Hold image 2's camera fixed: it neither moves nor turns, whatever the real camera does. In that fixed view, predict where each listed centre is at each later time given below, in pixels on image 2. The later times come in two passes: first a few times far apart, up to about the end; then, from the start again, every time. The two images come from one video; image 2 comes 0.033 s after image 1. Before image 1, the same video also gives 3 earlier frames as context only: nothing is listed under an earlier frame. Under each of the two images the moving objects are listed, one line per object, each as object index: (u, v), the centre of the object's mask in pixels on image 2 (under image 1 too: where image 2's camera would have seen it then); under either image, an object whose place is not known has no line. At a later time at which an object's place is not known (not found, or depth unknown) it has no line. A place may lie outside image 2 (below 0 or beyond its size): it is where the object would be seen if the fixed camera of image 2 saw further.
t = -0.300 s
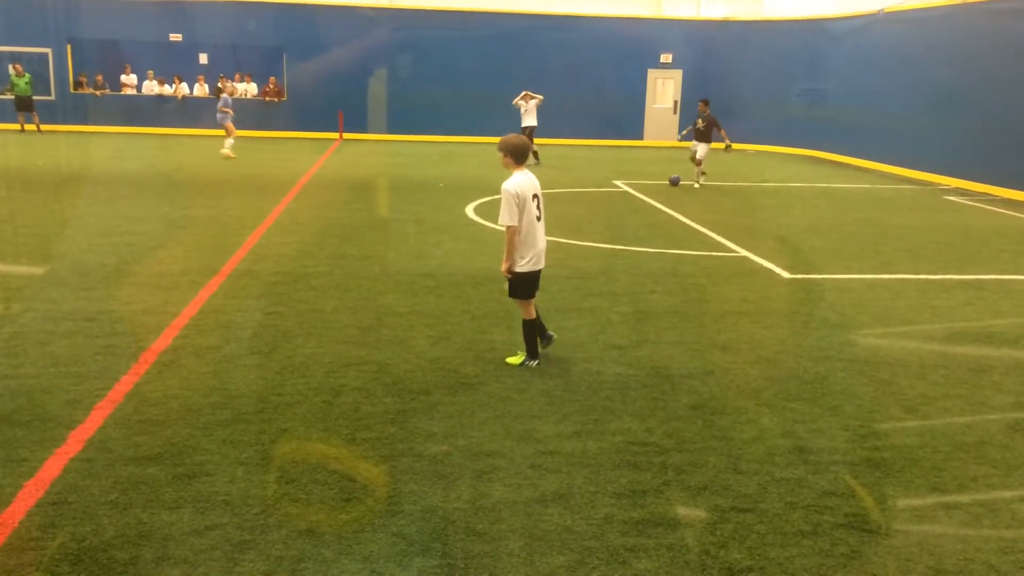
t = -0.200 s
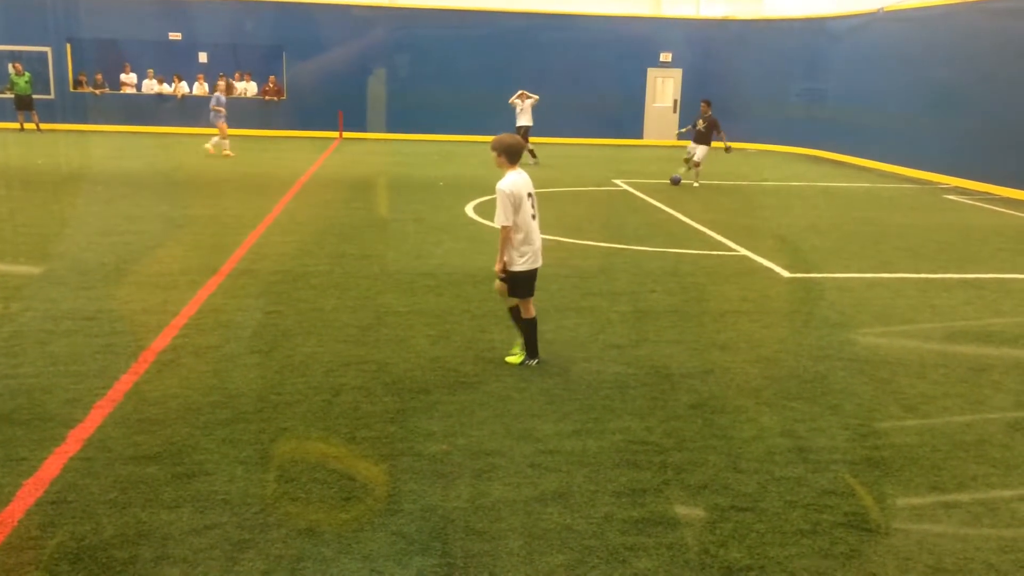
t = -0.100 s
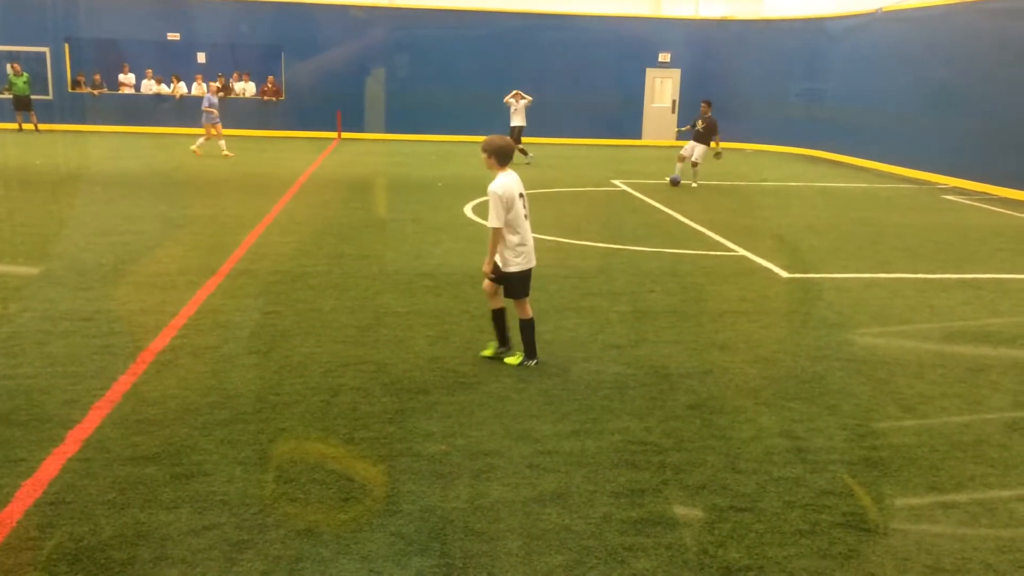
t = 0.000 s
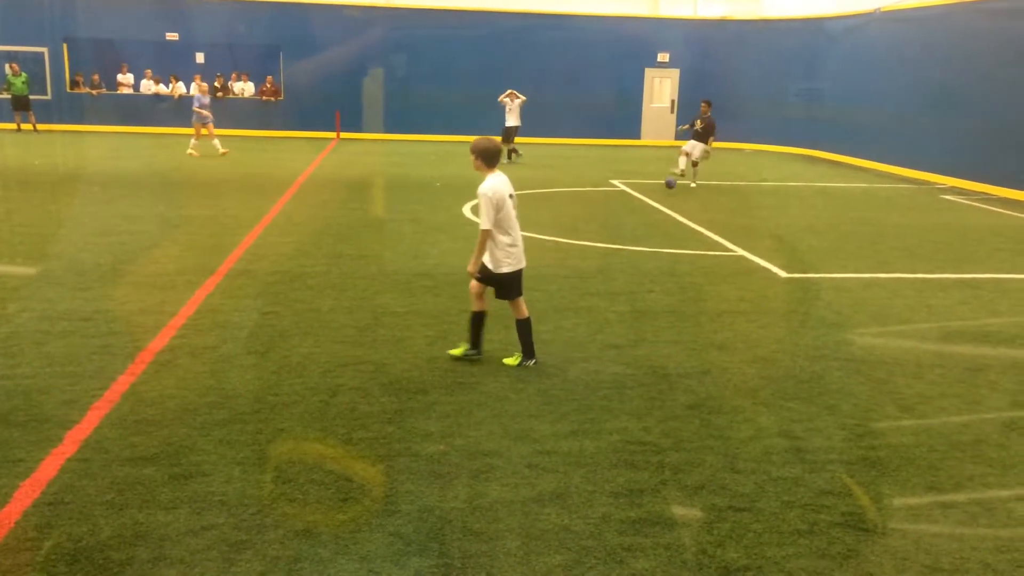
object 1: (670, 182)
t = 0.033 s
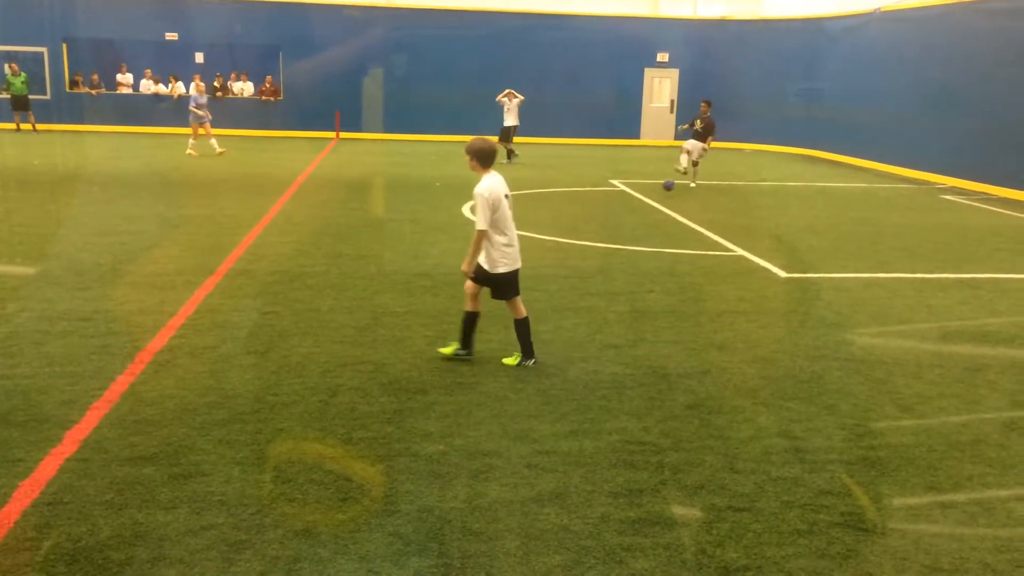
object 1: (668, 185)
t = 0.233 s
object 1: (660, 202)
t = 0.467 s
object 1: (649, 223)
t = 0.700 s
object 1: (639, 245)
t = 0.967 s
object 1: (625, 276)
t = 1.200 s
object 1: (611, 310)
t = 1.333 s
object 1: (600, 336)
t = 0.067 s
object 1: (667, 188)
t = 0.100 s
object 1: (666, 192)
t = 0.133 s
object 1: (664, 196)
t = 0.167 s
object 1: (662, 200)
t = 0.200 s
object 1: (661, 201)
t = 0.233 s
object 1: (660, 202)
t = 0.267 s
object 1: (659, 203)
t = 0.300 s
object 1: (657, 205)
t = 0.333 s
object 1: (655, 209)
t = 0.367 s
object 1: (654, 214)
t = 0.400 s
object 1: (652, 220)
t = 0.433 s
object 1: (651, 222)
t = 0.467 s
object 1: (649, 223)
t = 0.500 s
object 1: (648, 224)
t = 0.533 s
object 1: (646, 227)
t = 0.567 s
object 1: (645, 231)
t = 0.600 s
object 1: (643, 235)
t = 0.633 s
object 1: (641, 241)
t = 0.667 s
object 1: (640, 243)
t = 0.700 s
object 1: (639, 245)
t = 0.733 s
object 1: (637, 249)
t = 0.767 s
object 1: (636, 253)
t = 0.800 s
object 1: (634, 259)
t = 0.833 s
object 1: (633, 261)
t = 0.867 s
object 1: (631, 265)
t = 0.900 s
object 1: (629, 269)
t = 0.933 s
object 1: (627, 273)
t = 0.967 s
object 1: (625, 276)
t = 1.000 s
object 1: (623, 280)
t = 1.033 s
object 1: (621, 286)
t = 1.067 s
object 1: (619, 290)
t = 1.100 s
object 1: (617, 295)
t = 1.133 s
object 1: (615, 300)
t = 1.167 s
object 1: (613, 306)
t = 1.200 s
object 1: (611, 310)
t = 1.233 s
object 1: (608, 316)
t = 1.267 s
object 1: (606, 323)
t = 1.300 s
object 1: (603, 329)
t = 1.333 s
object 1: (600, 336)
